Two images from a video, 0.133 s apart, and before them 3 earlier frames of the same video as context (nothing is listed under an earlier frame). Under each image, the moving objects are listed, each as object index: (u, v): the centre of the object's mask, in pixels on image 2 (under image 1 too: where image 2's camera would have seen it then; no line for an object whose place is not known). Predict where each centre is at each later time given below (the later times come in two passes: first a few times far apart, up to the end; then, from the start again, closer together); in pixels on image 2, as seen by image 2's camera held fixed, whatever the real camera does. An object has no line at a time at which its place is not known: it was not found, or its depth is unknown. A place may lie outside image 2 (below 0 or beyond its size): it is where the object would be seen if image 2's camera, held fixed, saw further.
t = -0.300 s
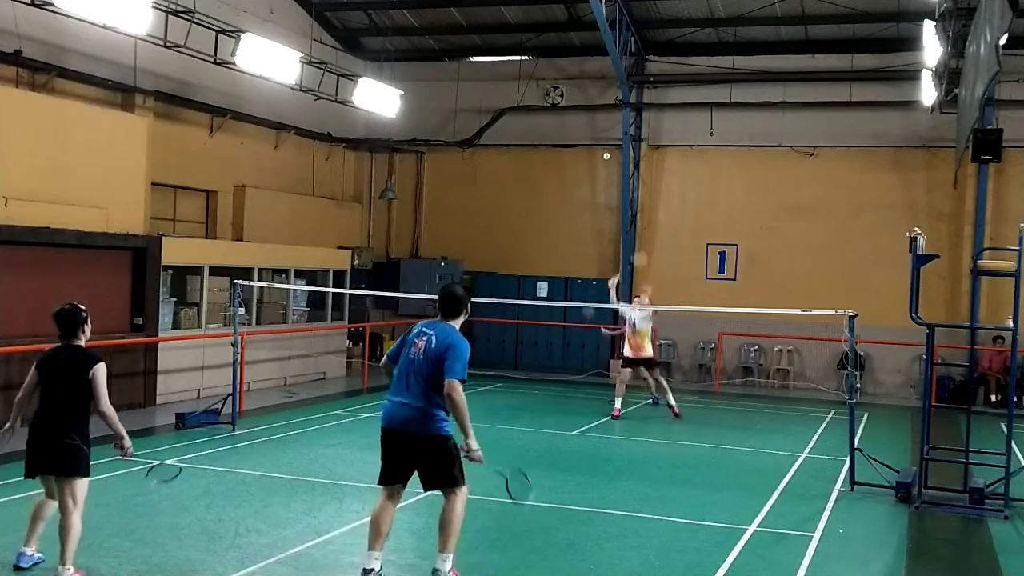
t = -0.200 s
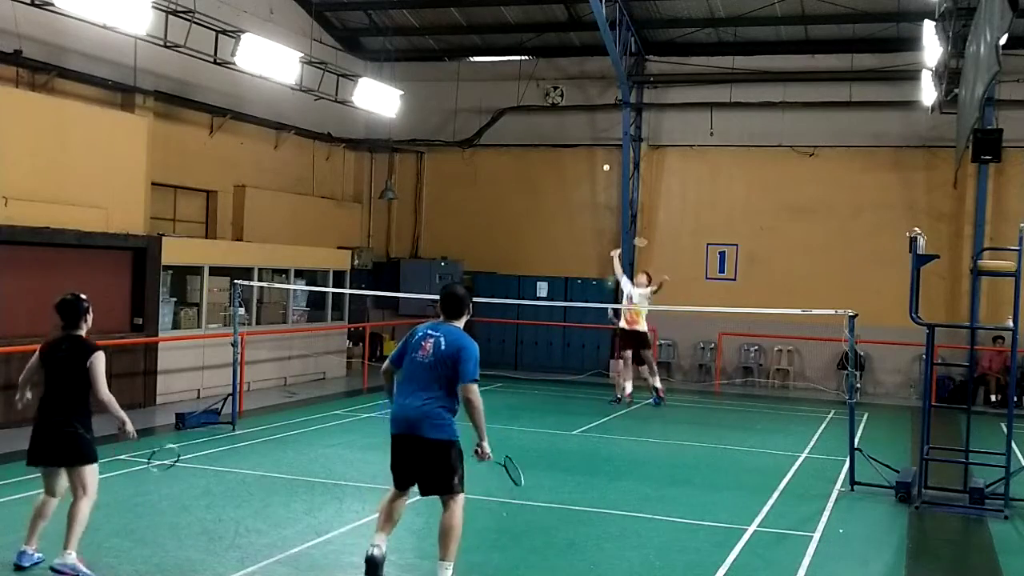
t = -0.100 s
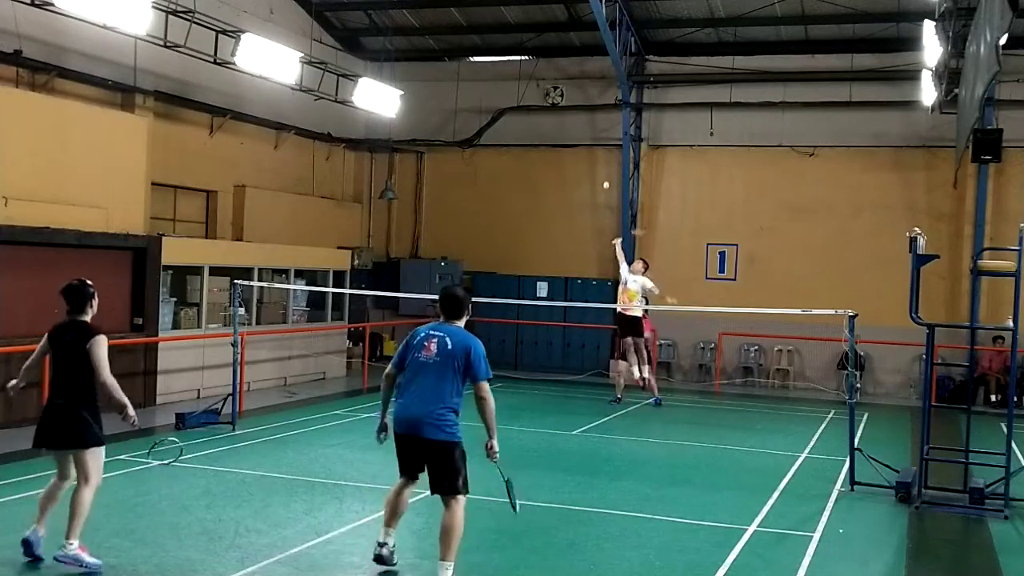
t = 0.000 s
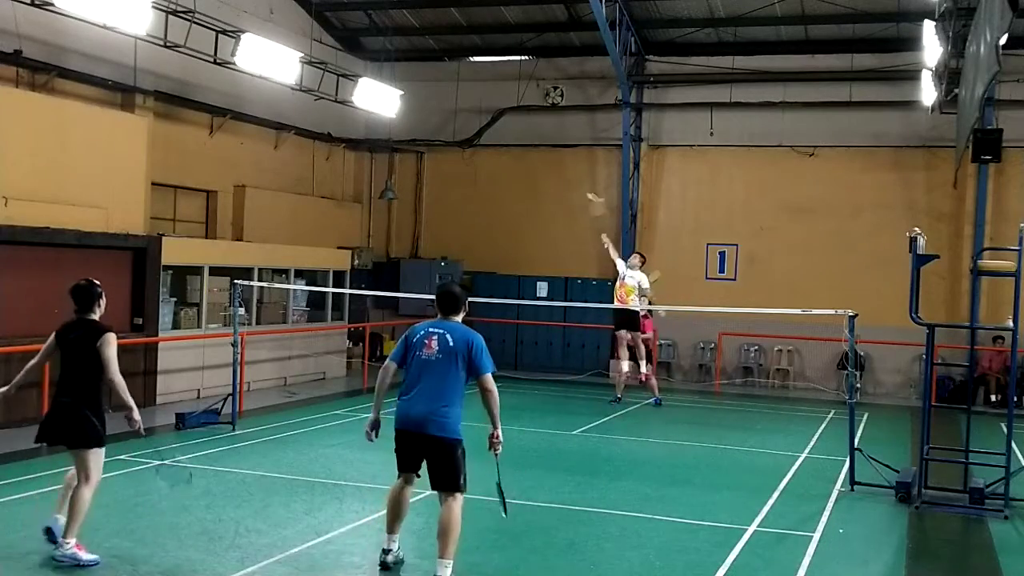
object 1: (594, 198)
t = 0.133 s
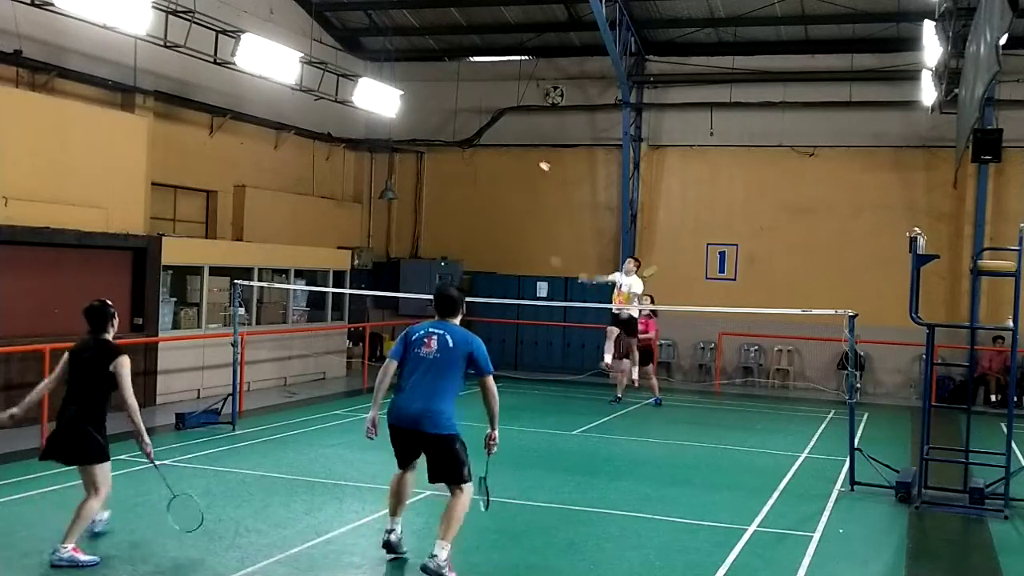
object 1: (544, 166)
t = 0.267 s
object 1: (509, 150)
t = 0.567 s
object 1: (426, 166)
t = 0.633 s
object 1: (408, 180)
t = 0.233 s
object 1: (518, 152)
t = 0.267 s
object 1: (509, 150)
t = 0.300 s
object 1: (499, 147)
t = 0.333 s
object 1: (489, 145)
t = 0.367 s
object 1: (480, 145)
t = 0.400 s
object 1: (470, 147)
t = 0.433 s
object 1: (461, 149)
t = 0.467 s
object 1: (452, 152)
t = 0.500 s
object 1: (443, 156)
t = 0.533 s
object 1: (434, 161)
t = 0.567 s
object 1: (426, 166)
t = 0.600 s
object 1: (416, 173)
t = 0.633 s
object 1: (408, 180)
